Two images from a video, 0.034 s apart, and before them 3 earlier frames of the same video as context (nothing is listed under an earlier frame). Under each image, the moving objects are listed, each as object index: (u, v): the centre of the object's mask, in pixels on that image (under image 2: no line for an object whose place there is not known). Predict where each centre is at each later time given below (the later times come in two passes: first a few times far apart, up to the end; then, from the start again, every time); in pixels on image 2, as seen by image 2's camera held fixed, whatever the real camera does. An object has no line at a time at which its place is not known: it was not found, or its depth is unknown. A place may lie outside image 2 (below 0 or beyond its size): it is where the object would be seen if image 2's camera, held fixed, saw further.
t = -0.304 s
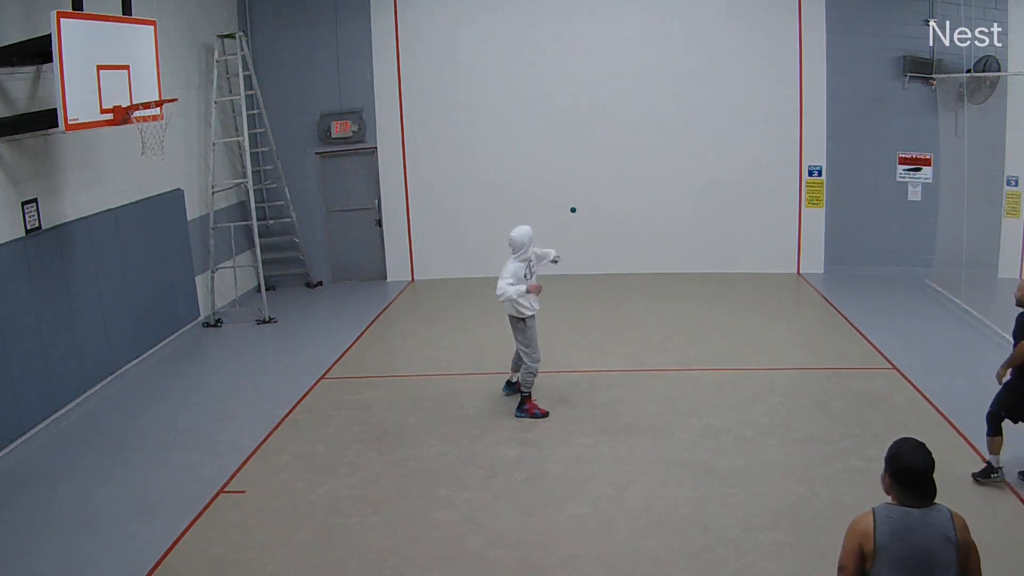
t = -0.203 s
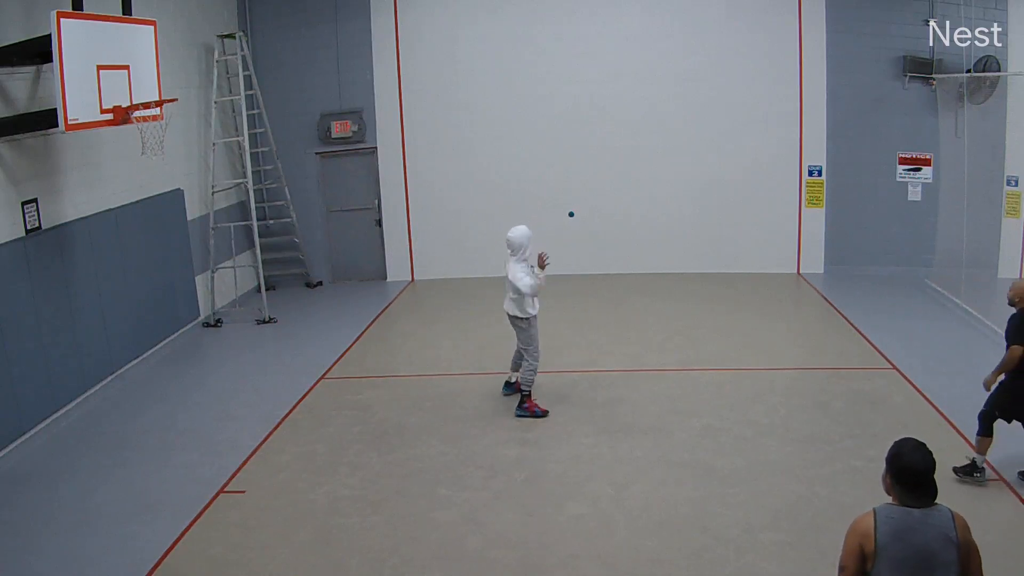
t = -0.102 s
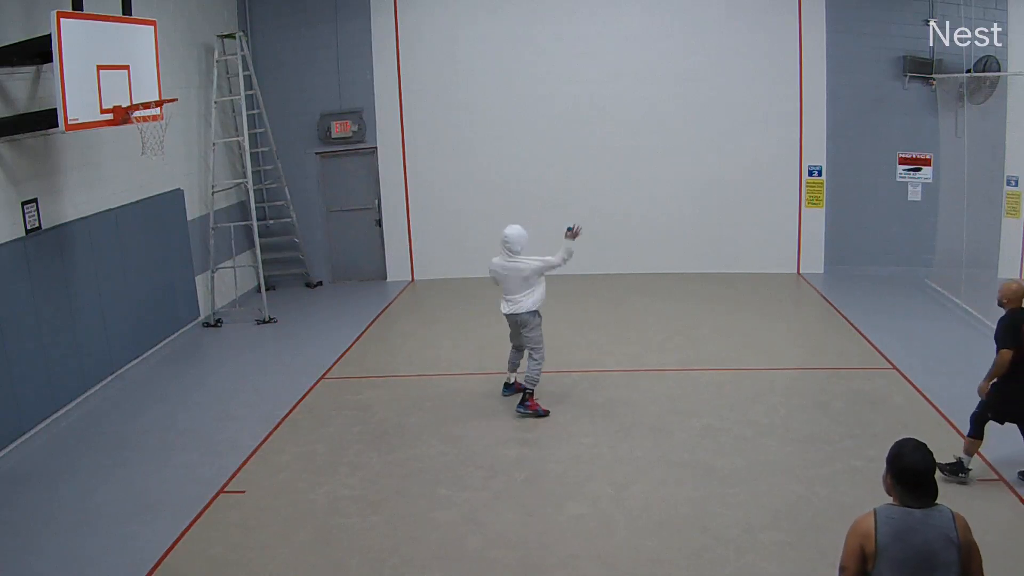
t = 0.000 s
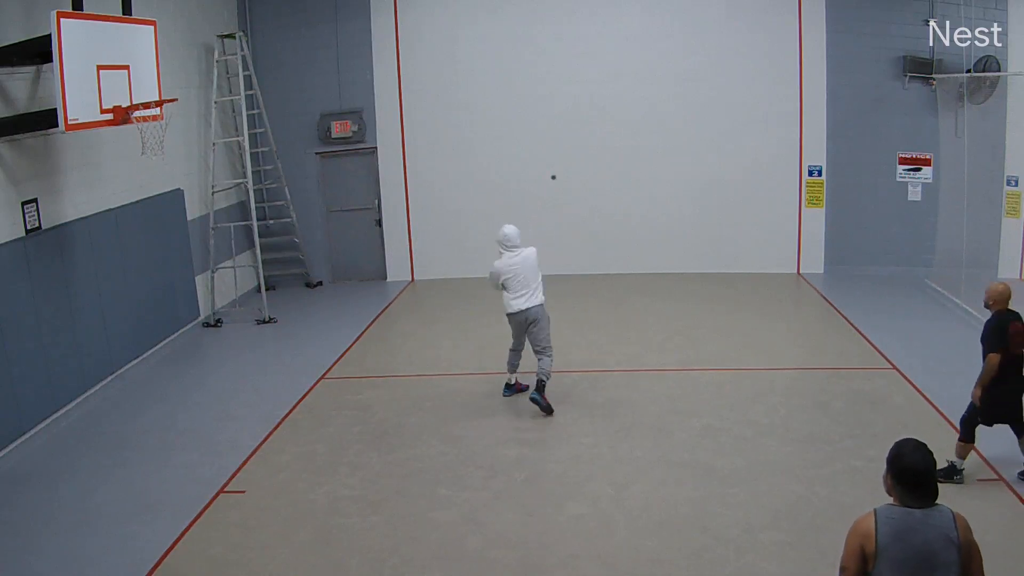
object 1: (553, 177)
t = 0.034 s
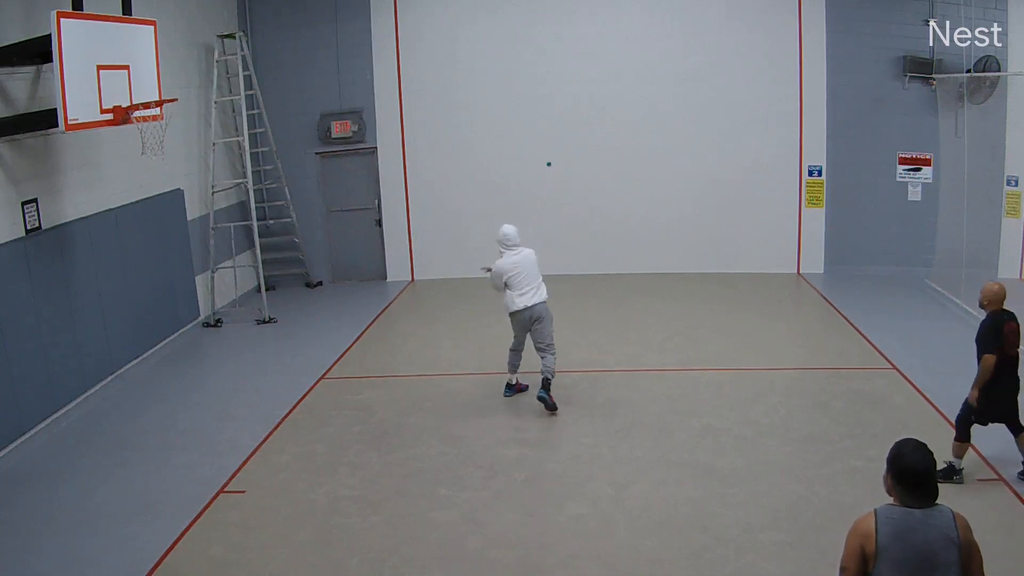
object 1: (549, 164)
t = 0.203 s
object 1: (532, 126)
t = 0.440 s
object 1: (498, 138)
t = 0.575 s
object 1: (462, 183)
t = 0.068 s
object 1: (545, 153)
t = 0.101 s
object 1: (541, 144)
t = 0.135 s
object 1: (538, 137)
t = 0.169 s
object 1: (534, 131)
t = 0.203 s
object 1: (532, 126)
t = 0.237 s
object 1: (529, 123)
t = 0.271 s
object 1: (526, 123)
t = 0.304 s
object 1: (521, 124)
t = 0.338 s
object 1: (516, 126)
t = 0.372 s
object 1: (510, 129)
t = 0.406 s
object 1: (504, 133)
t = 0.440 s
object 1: (498, 138)
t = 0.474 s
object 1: (492, 144)
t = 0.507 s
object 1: (485, 151)
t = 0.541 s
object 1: (478, 160)
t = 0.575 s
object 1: (462, 183)
